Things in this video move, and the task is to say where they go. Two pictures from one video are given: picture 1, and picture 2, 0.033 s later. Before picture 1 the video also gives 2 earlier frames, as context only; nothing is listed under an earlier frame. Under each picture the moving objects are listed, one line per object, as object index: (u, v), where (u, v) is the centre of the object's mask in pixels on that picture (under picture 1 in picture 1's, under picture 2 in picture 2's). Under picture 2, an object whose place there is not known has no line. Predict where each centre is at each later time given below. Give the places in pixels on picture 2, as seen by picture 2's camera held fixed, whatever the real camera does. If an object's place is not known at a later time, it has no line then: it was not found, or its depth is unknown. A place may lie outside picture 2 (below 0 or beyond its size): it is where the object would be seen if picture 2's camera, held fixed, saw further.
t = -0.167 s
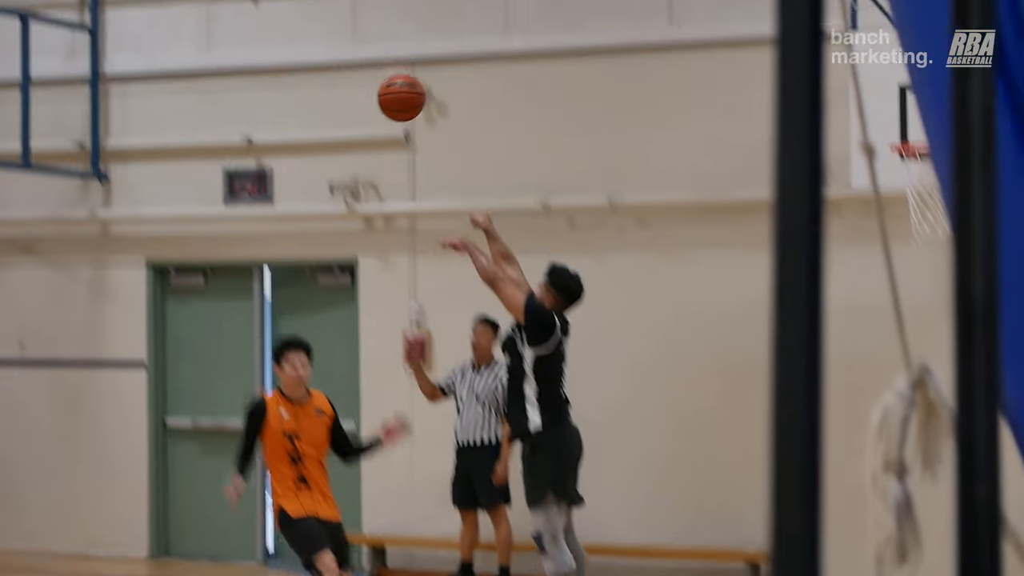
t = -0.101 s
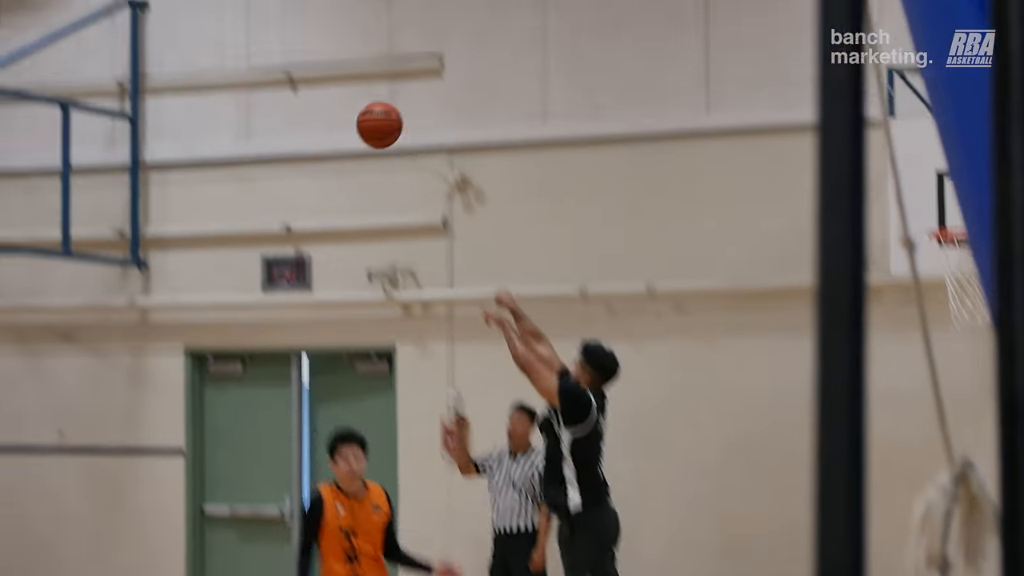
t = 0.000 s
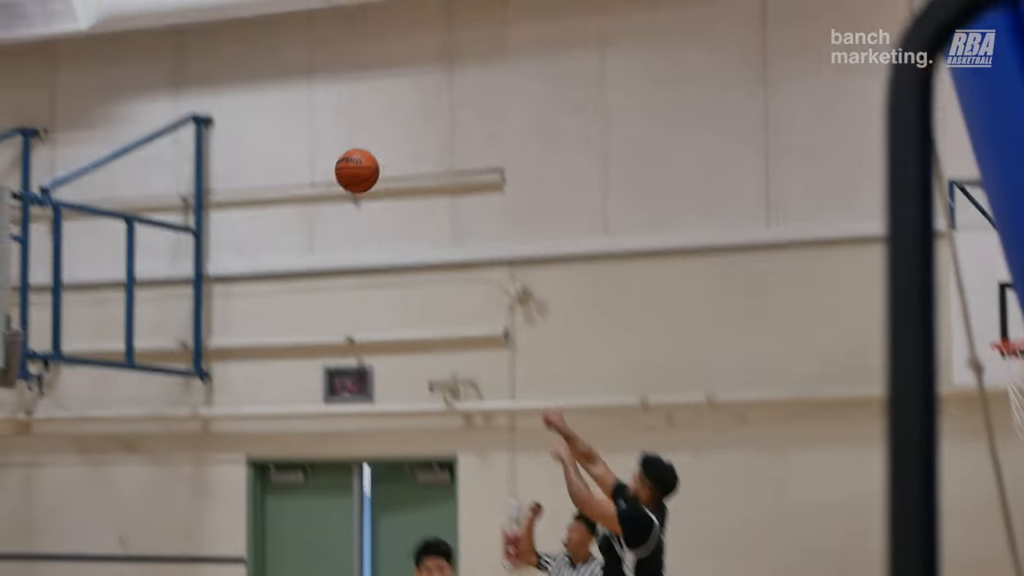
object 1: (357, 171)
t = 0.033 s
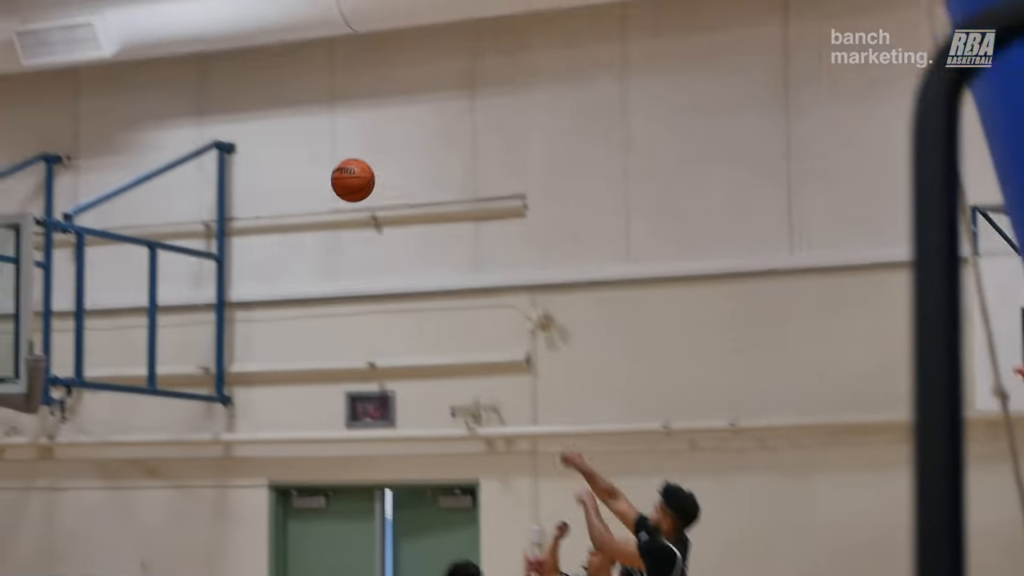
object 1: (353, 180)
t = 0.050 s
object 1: (339, 172)
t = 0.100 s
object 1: (300, 154)
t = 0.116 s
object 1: (288, 149)
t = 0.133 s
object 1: (276, 144)
